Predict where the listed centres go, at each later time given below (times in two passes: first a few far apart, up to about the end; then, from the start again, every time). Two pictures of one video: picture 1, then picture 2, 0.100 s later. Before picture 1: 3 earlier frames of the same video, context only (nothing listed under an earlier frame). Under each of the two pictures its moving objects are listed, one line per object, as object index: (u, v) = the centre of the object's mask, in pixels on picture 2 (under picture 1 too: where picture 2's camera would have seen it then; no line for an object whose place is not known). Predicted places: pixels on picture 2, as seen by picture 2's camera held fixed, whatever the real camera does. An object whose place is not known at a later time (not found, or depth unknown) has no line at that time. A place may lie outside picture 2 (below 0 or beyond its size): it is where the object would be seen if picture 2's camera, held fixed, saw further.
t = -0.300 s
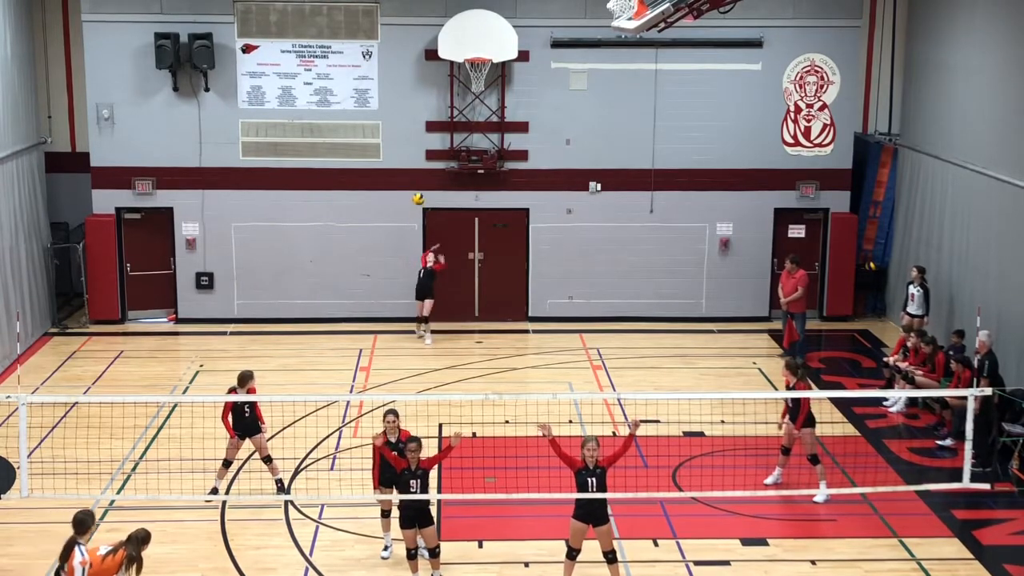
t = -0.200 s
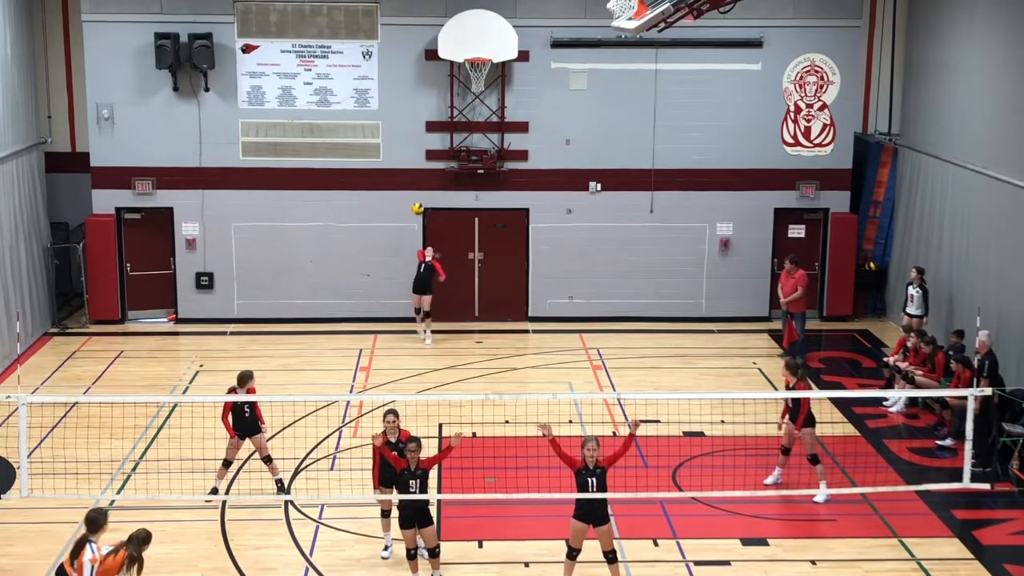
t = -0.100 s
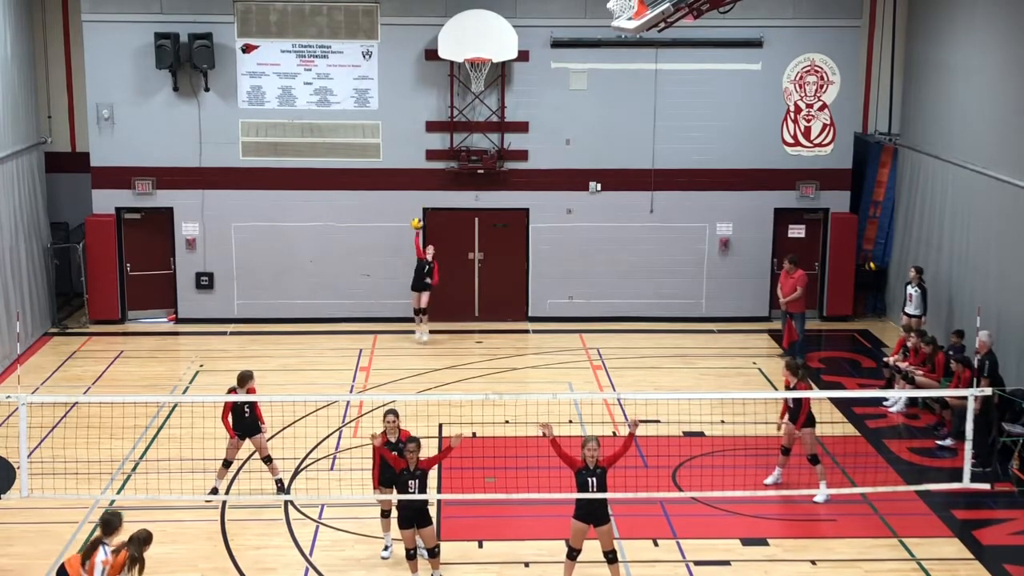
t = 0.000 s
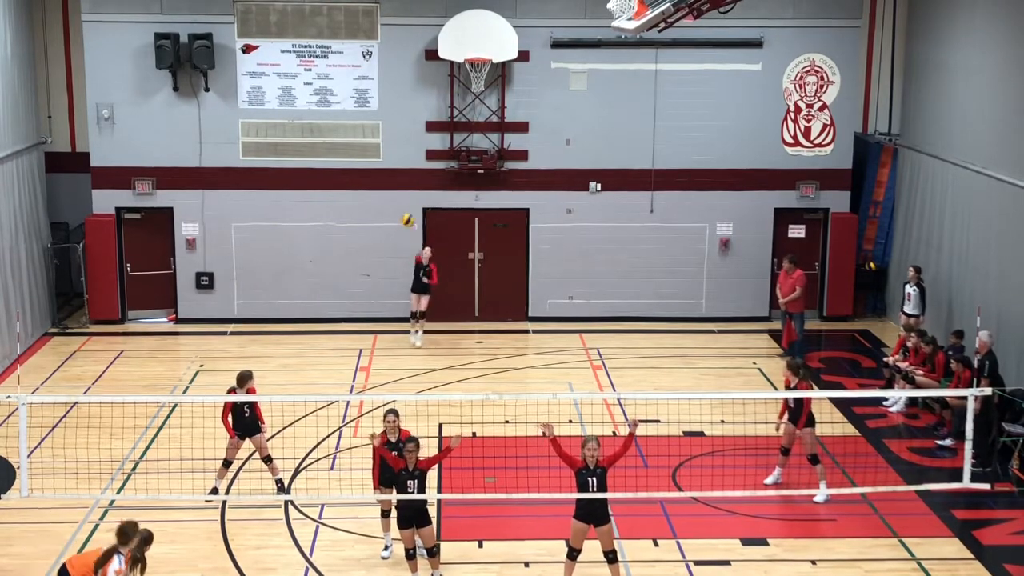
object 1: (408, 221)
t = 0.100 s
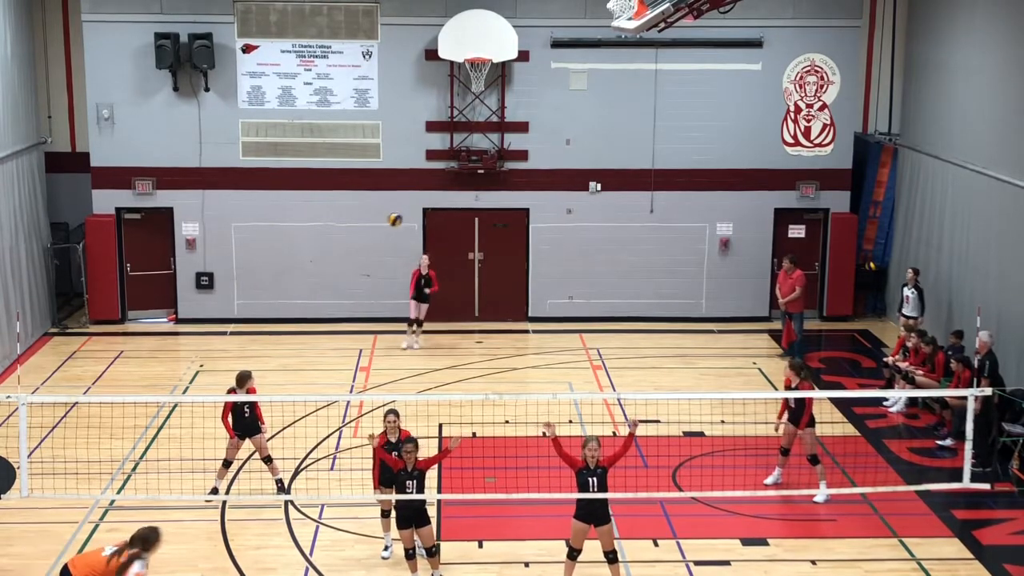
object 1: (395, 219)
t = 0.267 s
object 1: (366, 234)
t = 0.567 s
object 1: (298, 321)
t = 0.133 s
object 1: (389, 221)
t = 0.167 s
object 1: (384, 222)
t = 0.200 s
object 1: (378, 225)
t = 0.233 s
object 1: (372, 228)
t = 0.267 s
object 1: (366, 234)
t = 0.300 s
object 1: (359, 238)
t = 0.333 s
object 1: (354, 244)
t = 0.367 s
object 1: (347, 250)
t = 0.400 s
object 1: (339, 258)
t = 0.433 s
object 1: (332, 267)
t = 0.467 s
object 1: (324, 277)
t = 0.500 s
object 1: (317, 291)
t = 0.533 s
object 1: (308, 304)
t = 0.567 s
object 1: (298, 321)
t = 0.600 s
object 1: (290, 340)
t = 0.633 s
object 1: (279, 360)
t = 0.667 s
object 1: (269, 384)
